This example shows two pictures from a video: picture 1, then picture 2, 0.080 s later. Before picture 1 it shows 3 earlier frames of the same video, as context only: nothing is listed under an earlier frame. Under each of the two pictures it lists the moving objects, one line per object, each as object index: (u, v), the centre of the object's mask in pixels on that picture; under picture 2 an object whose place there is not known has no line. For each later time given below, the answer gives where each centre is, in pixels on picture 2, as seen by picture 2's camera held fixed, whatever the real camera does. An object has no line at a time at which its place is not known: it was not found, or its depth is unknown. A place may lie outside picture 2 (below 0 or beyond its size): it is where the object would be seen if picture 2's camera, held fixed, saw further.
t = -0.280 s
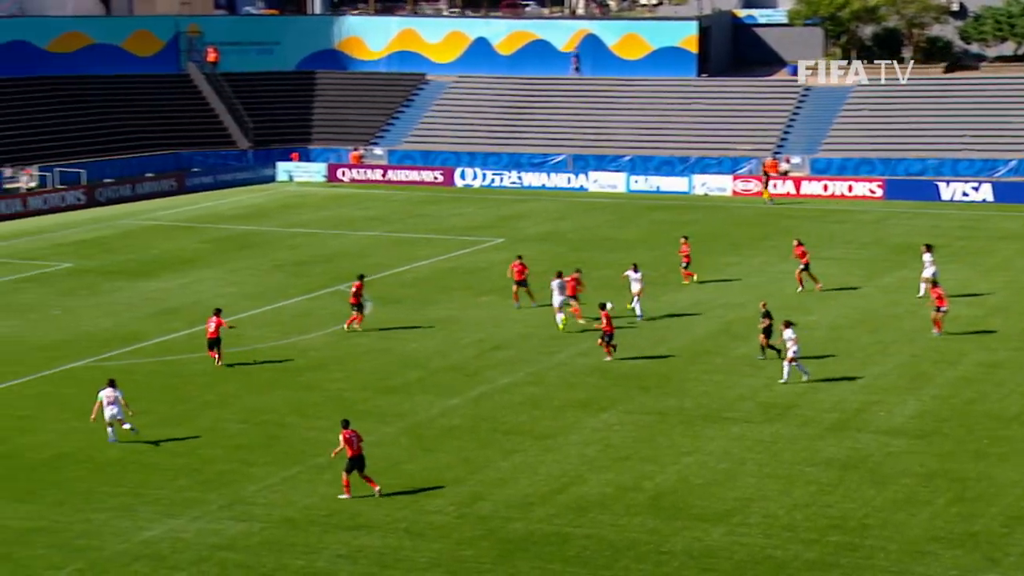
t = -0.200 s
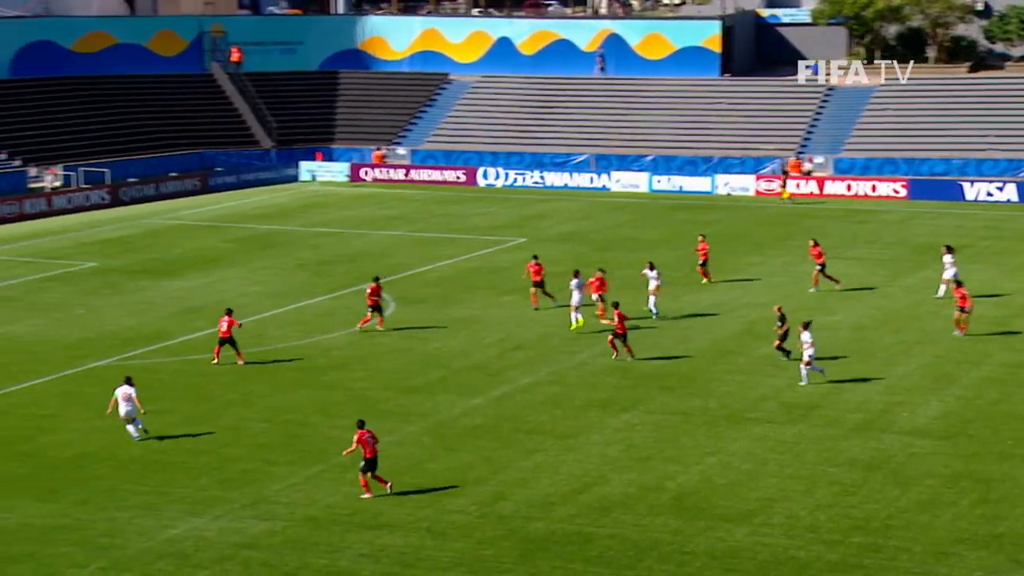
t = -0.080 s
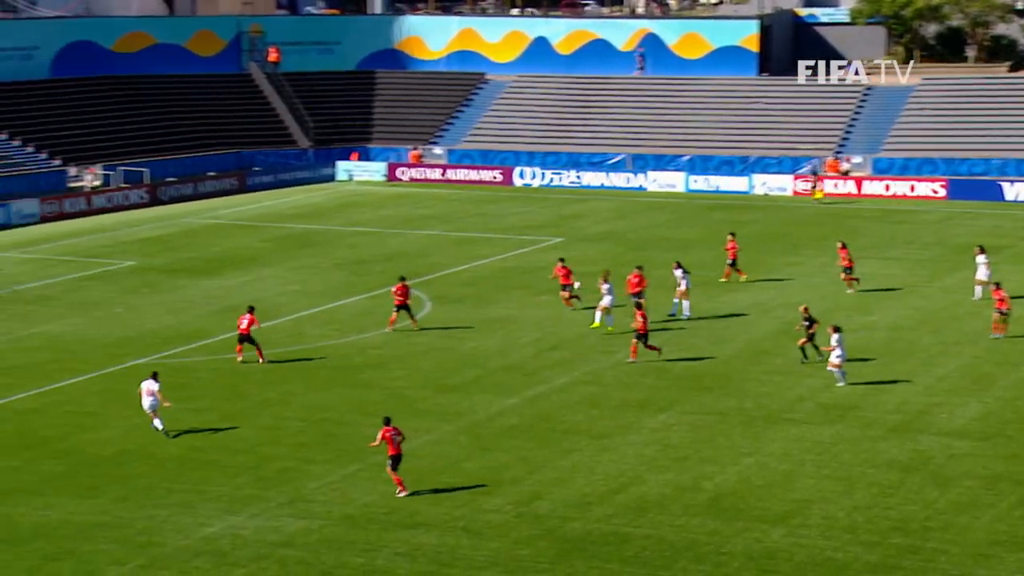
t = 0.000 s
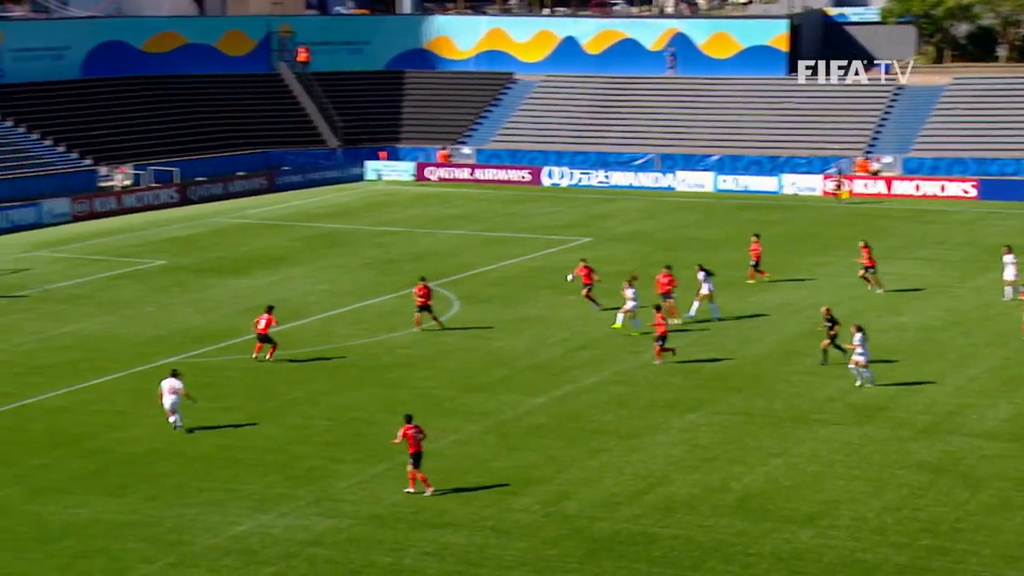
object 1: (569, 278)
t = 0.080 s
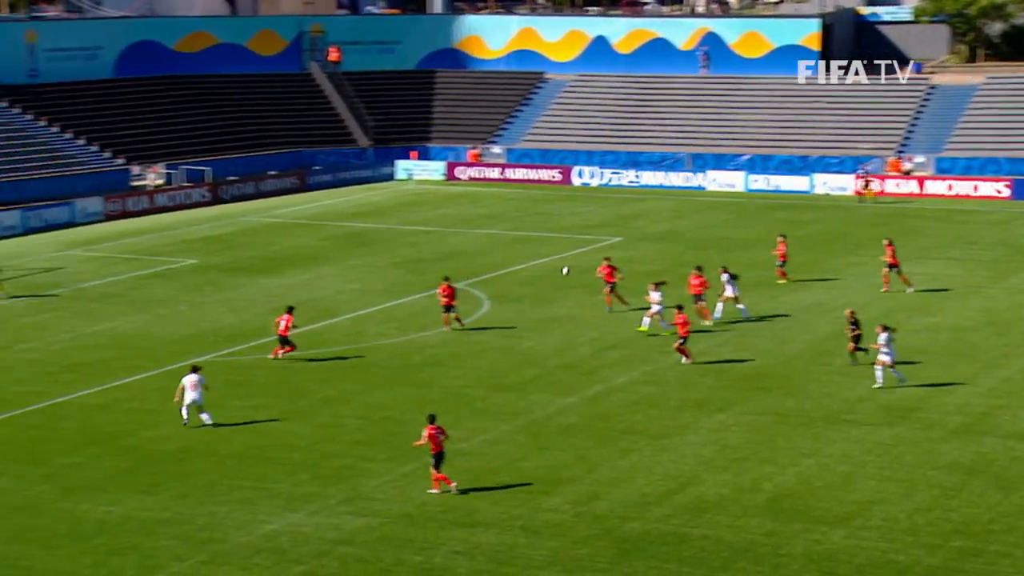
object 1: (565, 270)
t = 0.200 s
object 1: (516, 262)
